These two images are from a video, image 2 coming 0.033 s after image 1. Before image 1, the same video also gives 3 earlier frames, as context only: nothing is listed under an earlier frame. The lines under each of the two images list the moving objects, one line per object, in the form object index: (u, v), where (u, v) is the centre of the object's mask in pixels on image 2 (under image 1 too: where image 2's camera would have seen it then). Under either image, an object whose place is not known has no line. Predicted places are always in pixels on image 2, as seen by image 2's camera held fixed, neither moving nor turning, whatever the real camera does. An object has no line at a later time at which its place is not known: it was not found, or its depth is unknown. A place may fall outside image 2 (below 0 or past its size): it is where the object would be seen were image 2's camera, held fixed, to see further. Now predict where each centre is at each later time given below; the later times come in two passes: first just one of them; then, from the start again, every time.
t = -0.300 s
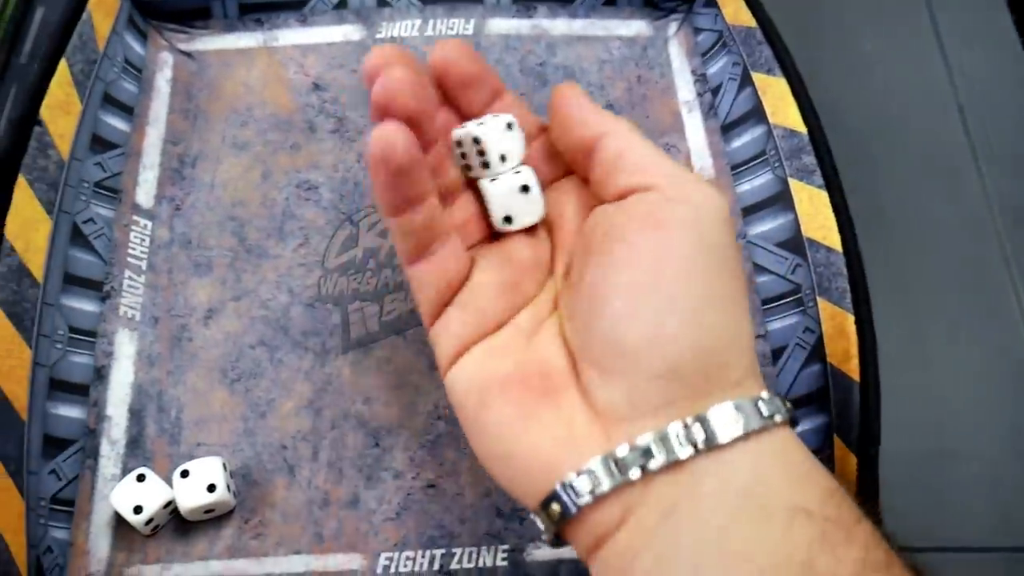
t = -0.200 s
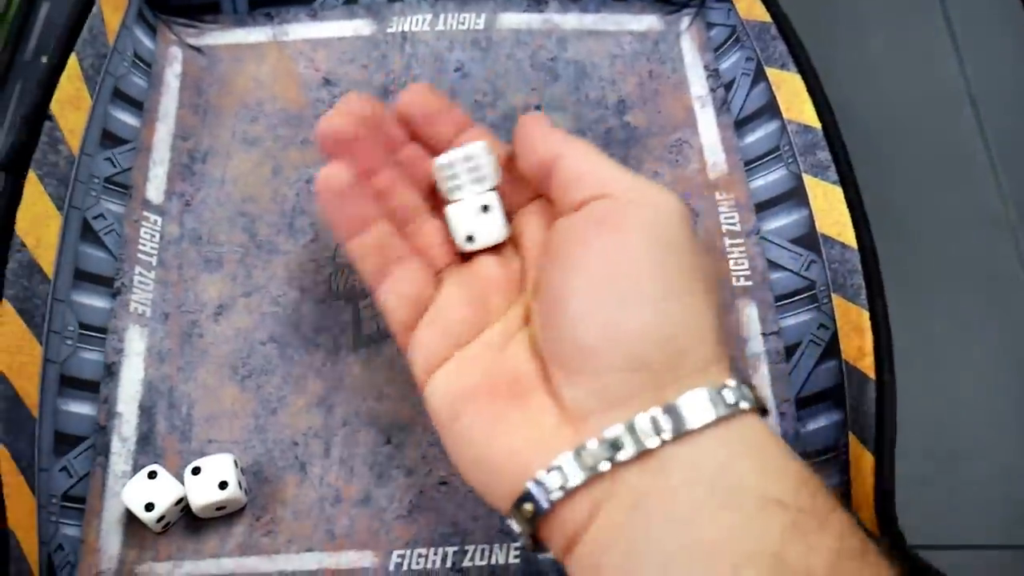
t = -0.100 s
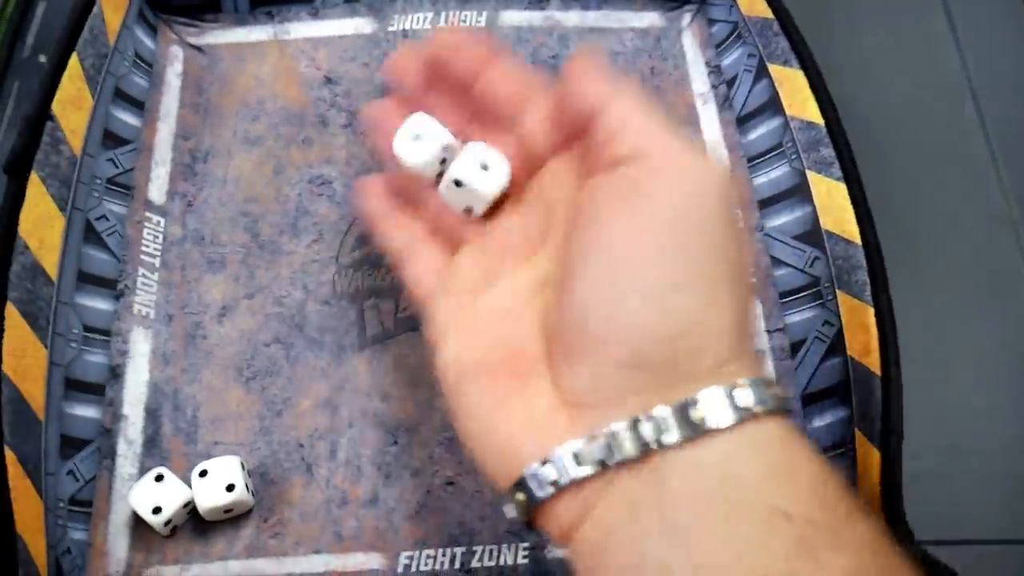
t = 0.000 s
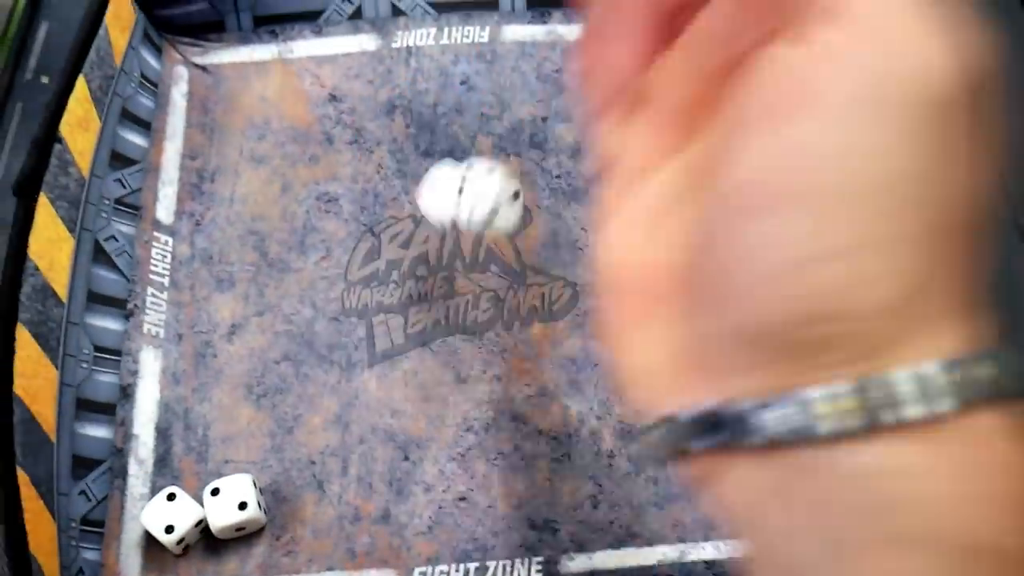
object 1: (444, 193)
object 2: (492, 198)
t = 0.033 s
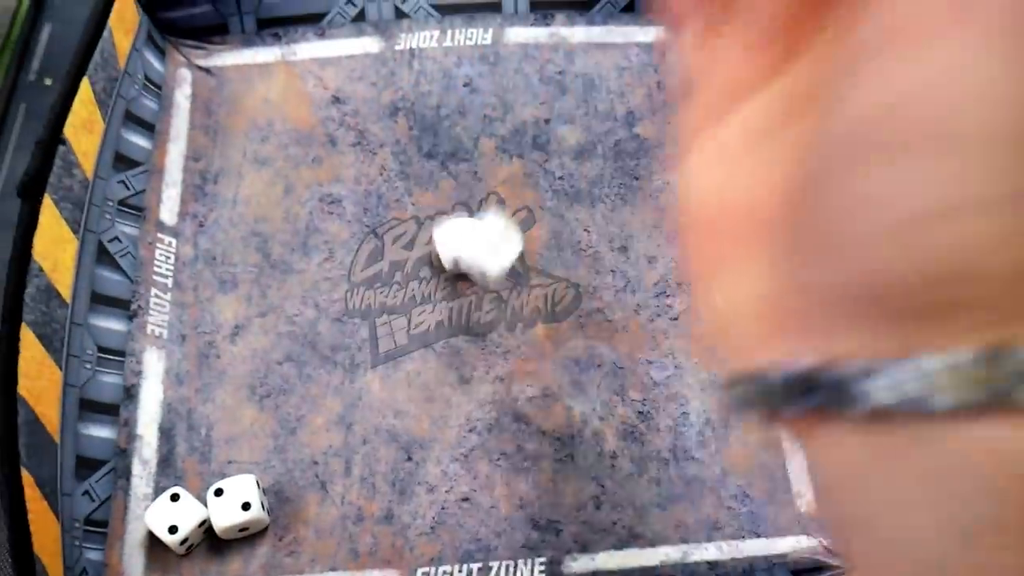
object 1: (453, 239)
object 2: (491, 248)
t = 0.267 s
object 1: (452, 229)
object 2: (587, 502)
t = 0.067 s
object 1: (460, 238)
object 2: (493, 278)
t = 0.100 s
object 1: (455, 229)
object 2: (511, 330)
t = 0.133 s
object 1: (451, 222)
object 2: (521, 380)
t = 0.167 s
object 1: (451, 221)
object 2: (523, 409)
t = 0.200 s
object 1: (452, 222)
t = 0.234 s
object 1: (452, 225)
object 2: (575, 493)
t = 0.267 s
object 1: (452, 229)
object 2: (587, 502)
